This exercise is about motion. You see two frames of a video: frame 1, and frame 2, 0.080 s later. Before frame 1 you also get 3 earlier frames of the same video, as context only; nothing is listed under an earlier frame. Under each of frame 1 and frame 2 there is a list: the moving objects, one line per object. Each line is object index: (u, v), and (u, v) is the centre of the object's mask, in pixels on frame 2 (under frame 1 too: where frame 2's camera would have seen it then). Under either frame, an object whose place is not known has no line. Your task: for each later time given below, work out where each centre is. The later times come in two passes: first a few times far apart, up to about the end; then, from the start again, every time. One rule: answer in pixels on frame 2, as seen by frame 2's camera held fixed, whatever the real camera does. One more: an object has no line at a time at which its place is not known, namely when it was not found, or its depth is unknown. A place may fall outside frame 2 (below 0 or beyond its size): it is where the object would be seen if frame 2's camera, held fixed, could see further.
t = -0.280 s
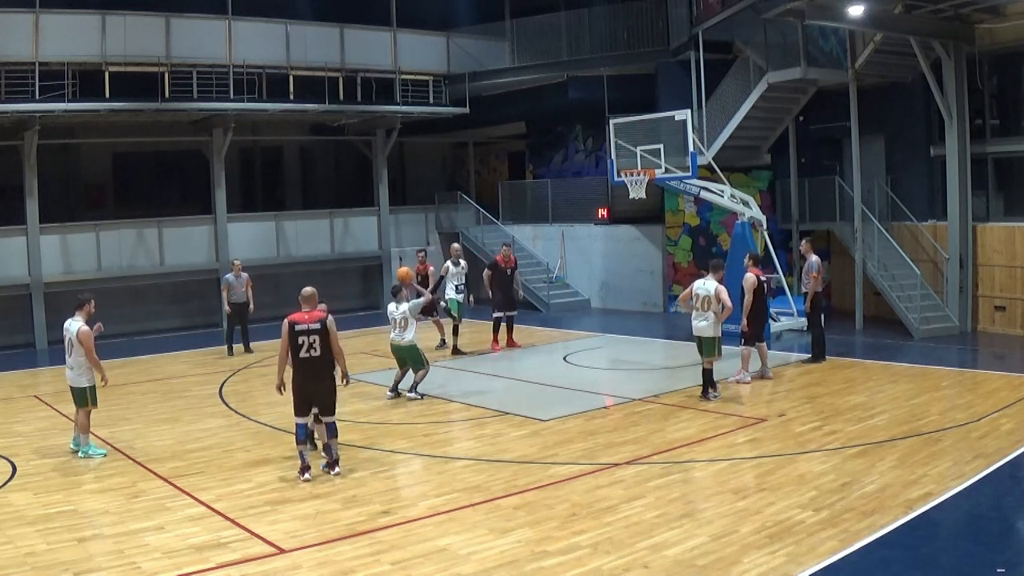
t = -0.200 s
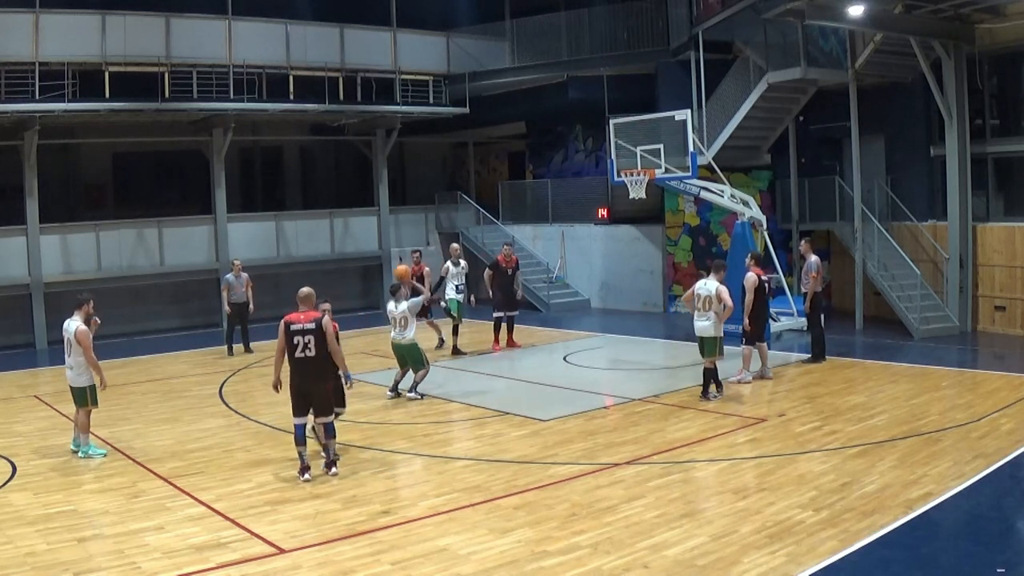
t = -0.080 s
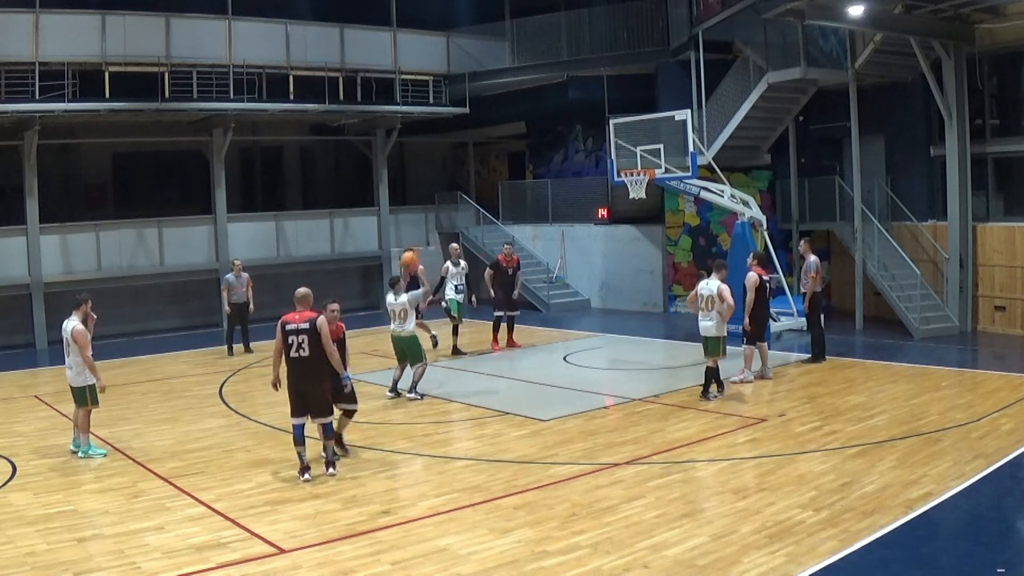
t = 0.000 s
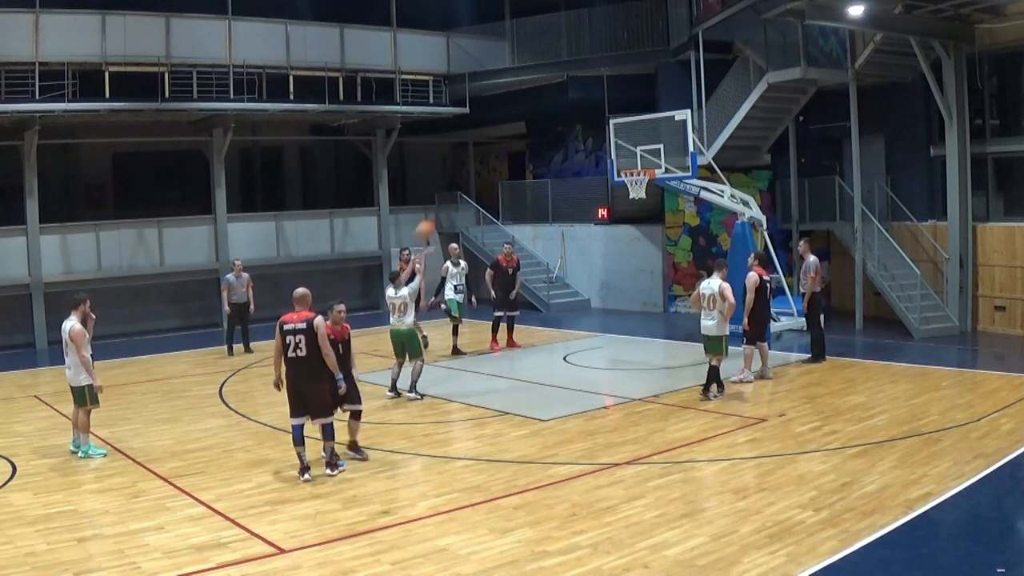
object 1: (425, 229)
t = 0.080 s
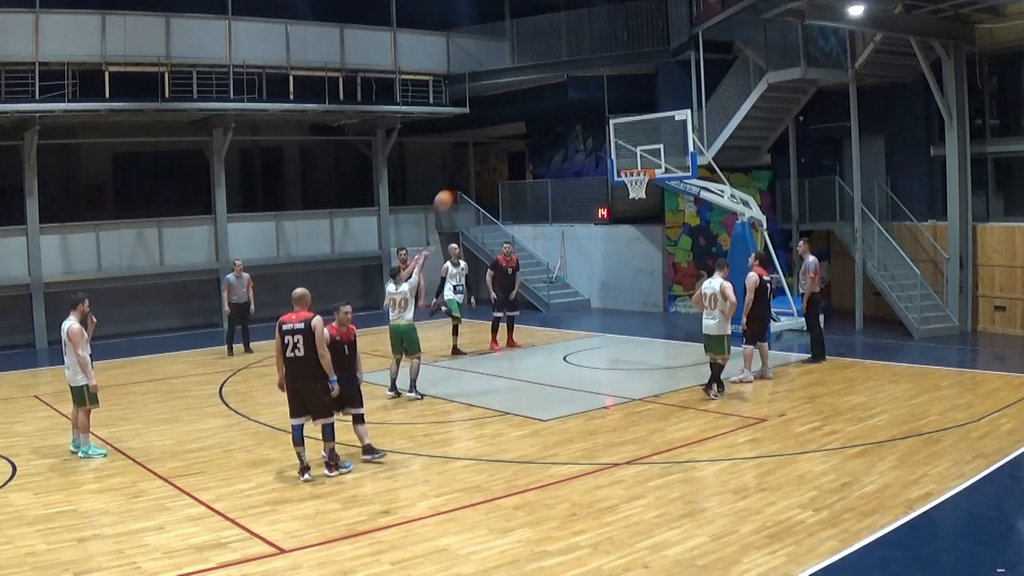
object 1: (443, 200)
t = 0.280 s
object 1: (489, 147)
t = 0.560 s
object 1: (550, 121)
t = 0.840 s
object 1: (607, 145)
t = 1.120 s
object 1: (642, 152)
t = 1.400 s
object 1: (639, 159)
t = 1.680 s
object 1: (628, 164)
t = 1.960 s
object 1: (639, 169)
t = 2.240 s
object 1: (634, 182)
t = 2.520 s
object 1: (636, 201)
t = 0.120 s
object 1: (452, 187)
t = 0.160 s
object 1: (462, 175)
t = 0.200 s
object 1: (471, 164)
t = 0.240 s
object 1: (480, 155)
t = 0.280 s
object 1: (489, 147)
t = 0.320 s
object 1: (498, 140)
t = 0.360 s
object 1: (507, 134)
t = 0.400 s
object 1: (516, 129)
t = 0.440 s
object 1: (525, 125)
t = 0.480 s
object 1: (533, 123)
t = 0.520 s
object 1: (542, 121)
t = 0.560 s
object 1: (550, 121)
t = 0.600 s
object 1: (559, 121)
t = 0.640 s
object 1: (567, 123)
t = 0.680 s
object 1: (575, 125)
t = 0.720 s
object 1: (583, 128)
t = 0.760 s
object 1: (591, 133)
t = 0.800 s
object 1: (599, 138)
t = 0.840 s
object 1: (607, 145)
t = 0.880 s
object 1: (615, 152)
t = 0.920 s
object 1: (623, 160)
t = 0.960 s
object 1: (627, 161)
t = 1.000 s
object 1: (631, 156)
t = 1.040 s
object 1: (634, 155)
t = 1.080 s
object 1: (638, 153)
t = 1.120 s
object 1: (642, 152)
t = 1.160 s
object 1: (646, 152)
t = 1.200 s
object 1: (648, 153)
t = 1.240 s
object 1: (647, 153)
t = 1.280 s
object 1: (646, 153)
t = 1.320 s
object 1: (643, 153)
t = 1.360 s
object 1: (641, 156)
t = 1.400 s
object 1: (639, 159)
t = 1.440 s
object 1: (636, 162)
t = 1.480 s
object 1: (634, 162)
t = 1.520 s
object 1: (633, 162)
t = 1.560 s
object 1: (630, 163)
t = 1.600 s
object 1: (628, 163)
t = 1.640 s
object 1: (627, 164)
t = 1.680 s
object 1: (628, 164)
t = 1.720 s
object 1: (629, 163)
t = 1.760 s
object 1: (633, 164)
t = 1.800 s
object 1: (635, 164)
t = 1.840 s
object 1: (637, 165)
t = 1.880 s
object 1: (638, 166)
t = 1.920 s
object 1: (638, 167)
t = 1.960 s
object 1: (639, 169)
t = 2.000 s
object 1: (636, 173)
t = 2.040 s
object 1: (639, 180)
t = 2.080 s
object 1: (639, 180)
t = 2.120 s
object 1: (638, 181)
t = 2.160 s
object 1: (637, 181)
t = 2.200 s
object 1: (635, 183)
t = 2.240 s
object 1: (634, 182)
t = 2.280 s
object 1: (634, 184)
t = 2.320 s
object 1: (632, 185)
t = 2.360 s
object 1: (631, 186)
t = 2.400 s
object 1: (633, 192)
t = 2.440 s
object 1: (634, 199)
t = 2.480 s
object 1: (635, 199)
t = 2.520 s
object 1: (636, 201)
